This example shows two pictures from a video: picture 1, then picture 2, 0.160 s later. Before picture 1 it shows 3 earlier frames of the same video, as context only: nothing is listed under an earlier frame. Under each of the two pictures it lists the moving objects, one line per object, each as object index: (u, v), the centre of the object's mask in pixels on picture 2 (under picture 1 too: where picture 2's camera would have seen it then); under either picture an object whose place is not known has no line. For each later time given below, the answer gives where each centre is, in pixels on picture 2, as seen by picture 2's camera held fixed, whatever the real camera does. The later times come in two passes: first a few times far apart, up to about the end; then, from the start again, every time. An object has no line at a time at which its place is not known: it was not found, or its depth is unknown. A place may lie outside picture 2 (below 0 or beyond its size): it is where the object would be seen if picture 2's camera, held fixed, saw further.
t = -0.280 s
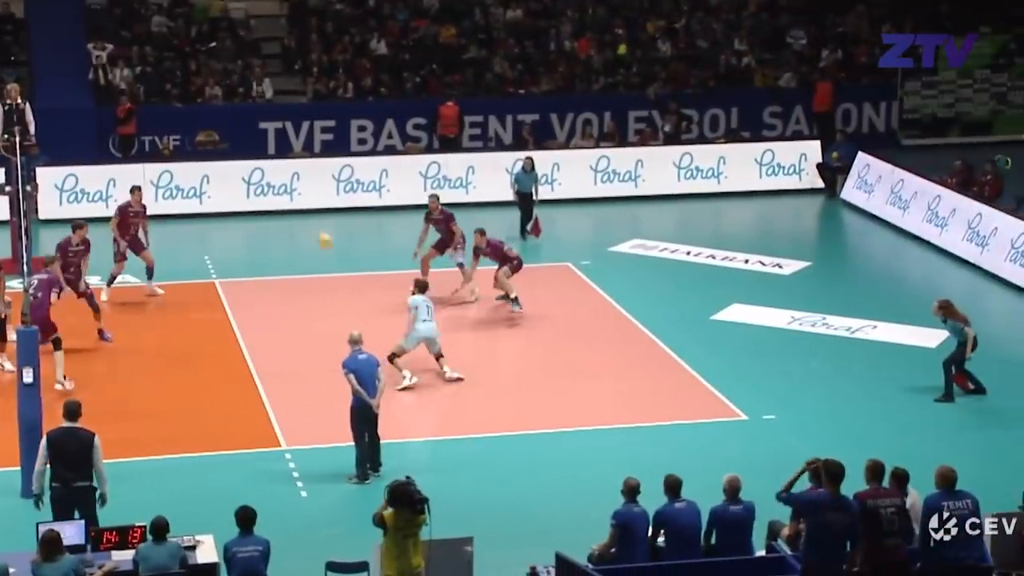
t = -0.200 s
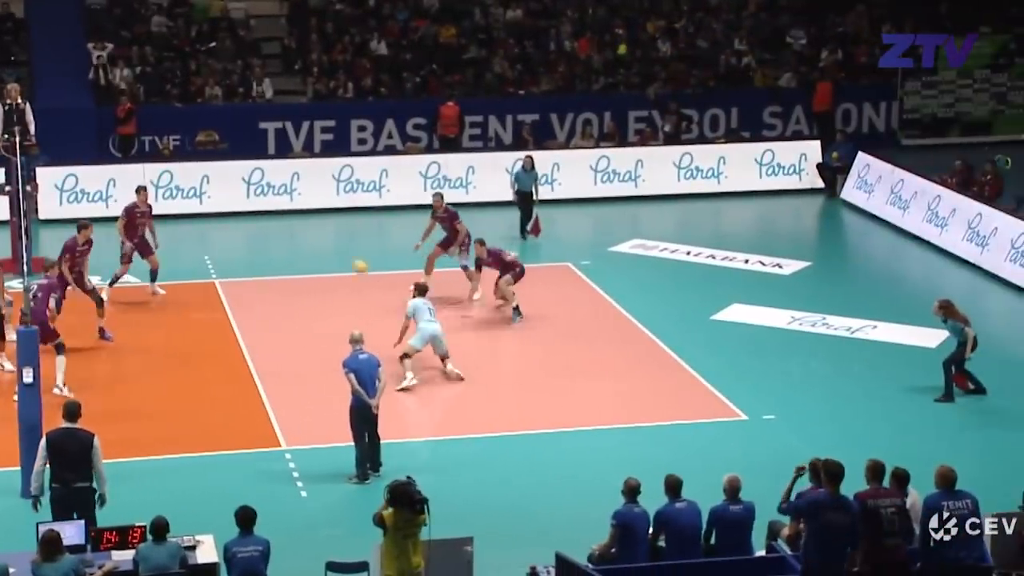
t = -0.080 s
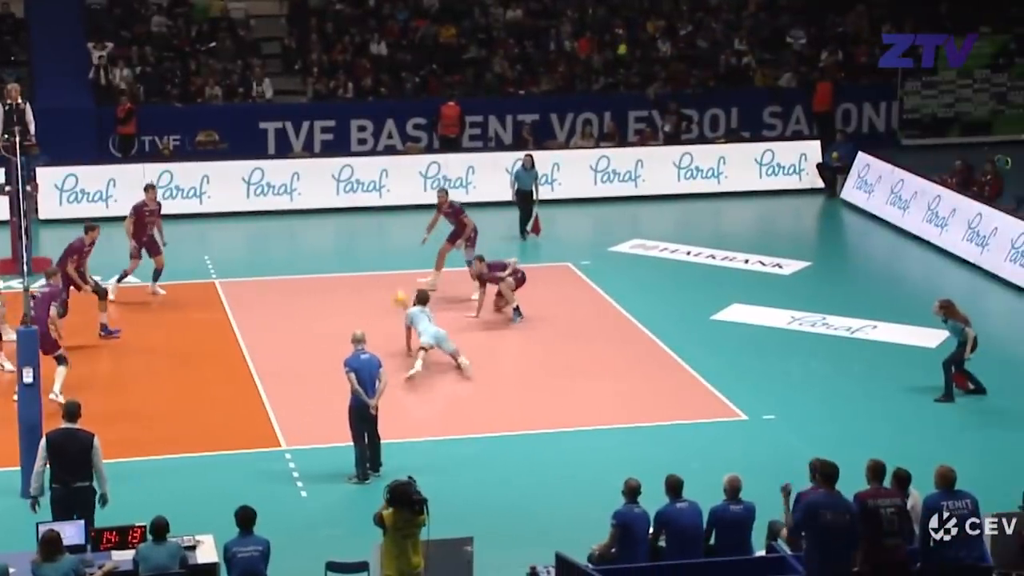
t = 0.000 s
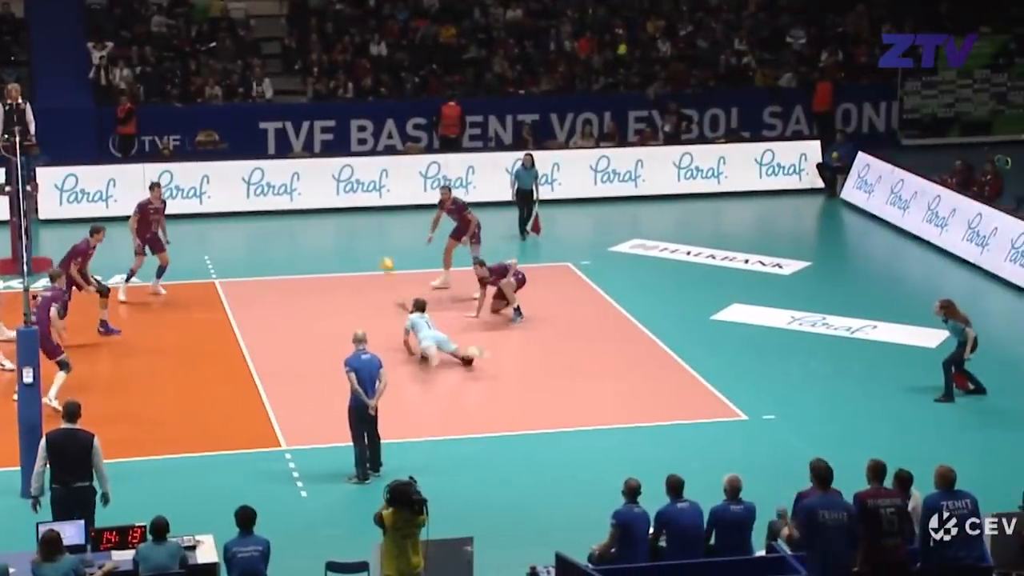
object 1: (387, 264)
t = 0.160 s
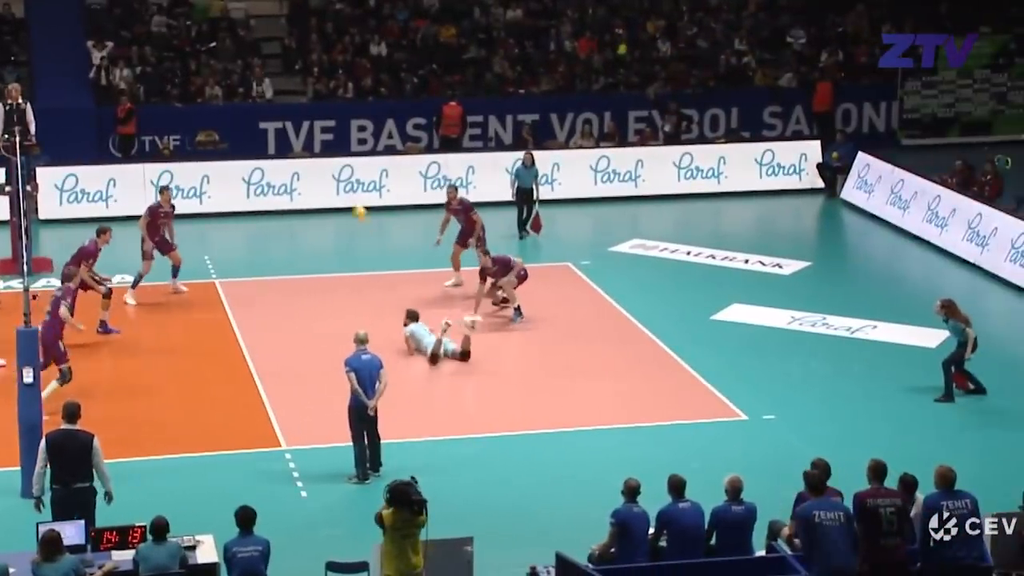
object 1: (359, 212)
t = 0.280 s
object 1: (339, 186)
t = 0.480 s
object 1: (307, 160)
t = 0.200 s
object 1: (353, 205)
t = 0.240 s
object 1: (346, 193)
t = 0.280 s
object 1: (339, 186)
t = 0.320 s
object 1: (332, 179)
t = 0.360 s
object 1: (326, 173)
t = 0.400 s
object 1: (320, 168)
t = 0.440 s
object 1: (314, 163)
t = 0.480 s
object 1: (307, 160)
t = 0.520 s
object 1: (300, 158)
